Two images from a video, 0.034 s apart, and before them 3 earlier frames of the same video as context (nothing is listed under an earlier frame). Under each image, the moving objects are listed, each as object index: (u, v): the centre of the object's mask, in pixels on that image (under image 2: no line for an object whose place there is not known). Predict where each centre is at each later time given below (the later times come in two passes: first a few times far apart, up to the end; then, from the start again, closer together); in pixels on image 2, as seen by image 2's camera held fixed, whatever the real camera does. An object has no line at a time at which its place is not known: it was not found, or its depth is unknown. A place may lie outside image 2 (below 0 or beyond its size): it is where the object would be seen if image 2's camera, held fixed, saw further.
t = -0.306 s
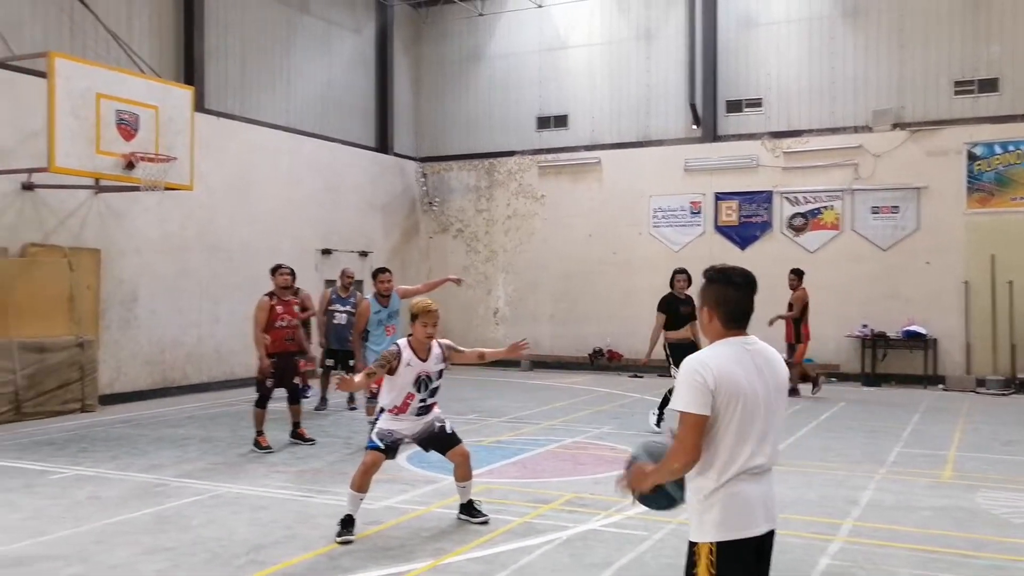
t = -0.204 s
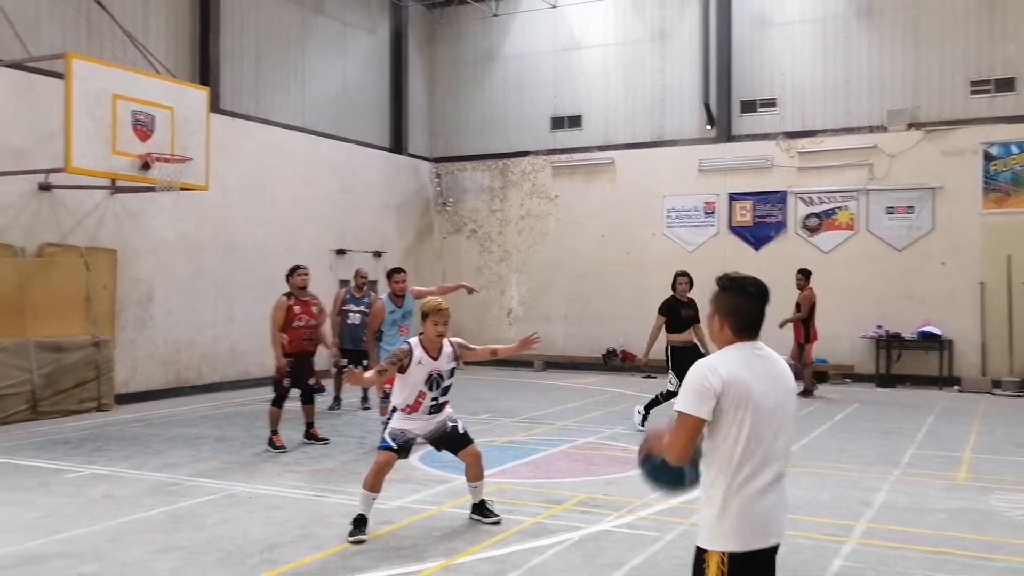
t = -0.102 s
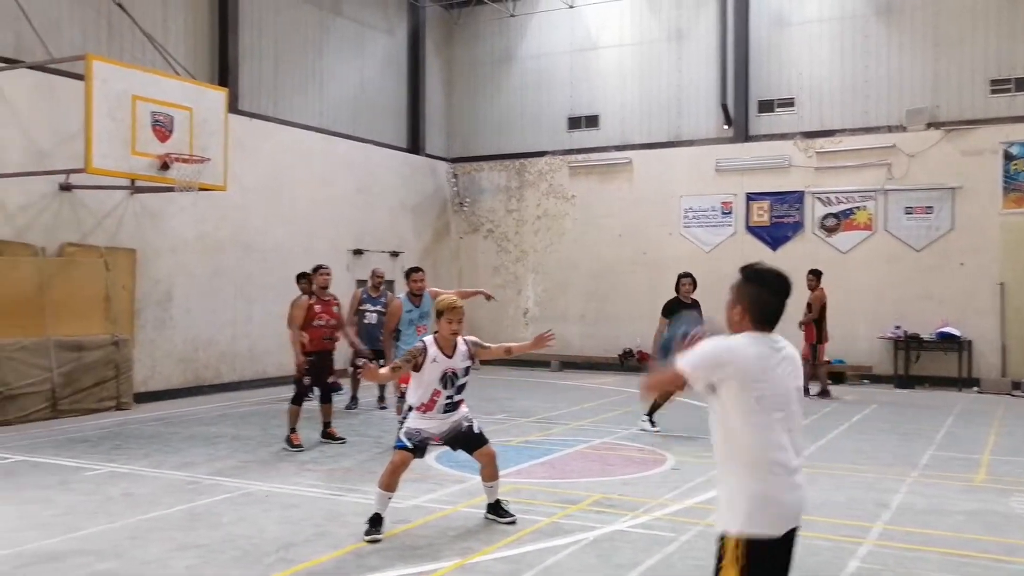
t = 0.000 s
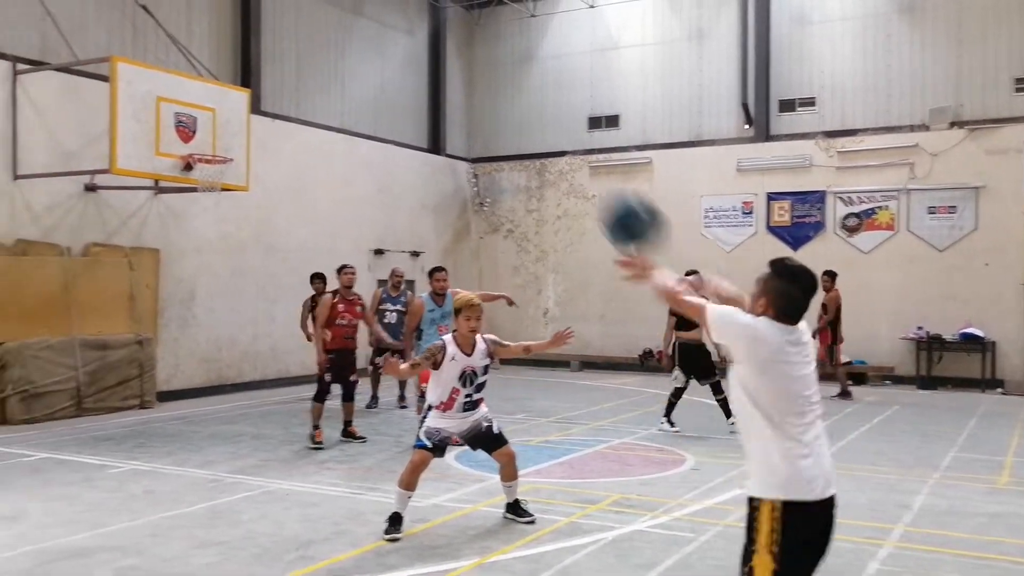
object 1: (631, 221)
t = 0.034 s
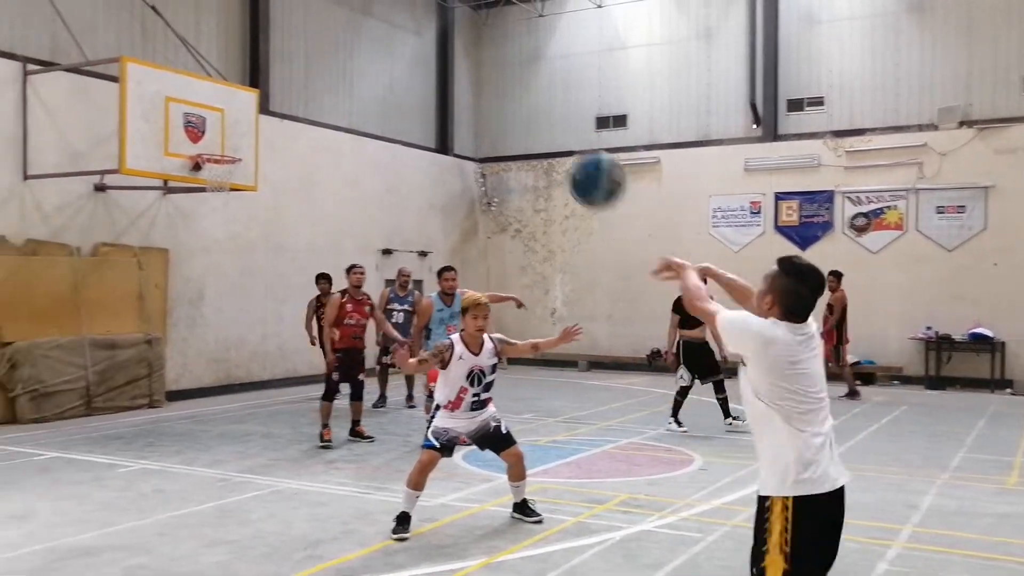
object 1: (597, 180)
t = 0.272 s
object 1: (416, 59)
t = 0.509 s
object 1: (317, 59)
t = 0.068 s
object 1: (562, 151)
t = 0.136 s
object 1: (504, 105)
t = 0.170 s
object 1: (479, 89)
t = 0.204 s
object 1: (456, 77)
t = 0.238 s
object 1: (435, 67)
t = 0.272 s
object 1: (416, 59)
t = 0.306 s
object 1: (399, 54)
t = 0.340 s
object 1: (382, 50)
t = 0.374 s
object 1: (368, 48)
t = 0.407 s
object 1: (354, 49)
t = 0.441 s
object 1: (341, 51)
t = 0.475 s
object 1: (329, 54)
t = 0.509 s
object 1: (317, 59)
